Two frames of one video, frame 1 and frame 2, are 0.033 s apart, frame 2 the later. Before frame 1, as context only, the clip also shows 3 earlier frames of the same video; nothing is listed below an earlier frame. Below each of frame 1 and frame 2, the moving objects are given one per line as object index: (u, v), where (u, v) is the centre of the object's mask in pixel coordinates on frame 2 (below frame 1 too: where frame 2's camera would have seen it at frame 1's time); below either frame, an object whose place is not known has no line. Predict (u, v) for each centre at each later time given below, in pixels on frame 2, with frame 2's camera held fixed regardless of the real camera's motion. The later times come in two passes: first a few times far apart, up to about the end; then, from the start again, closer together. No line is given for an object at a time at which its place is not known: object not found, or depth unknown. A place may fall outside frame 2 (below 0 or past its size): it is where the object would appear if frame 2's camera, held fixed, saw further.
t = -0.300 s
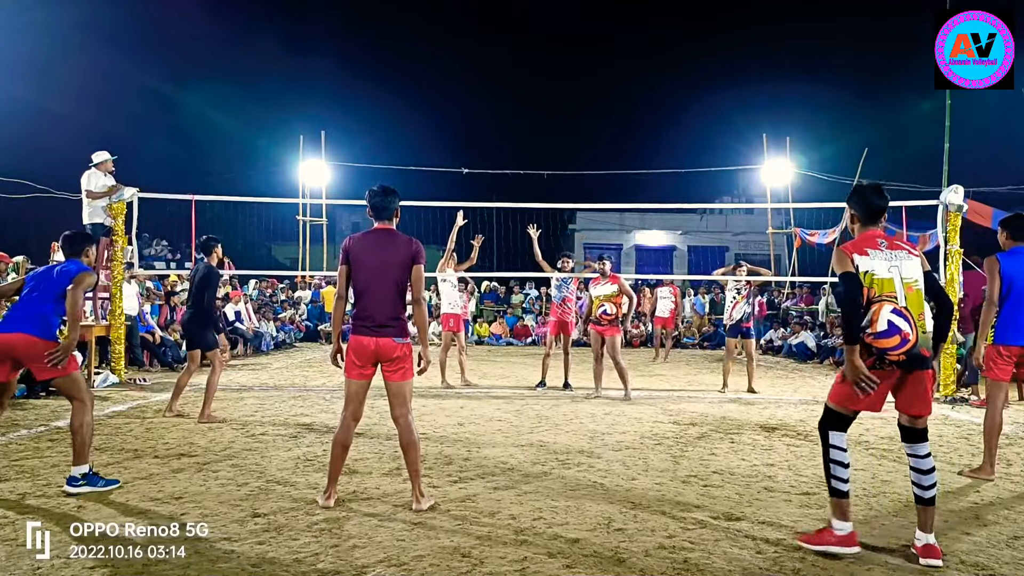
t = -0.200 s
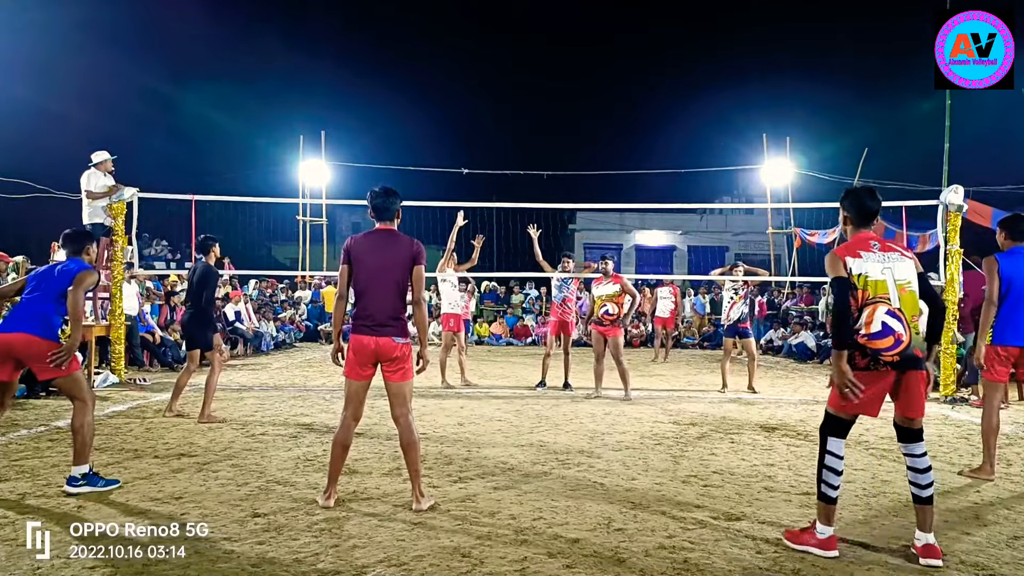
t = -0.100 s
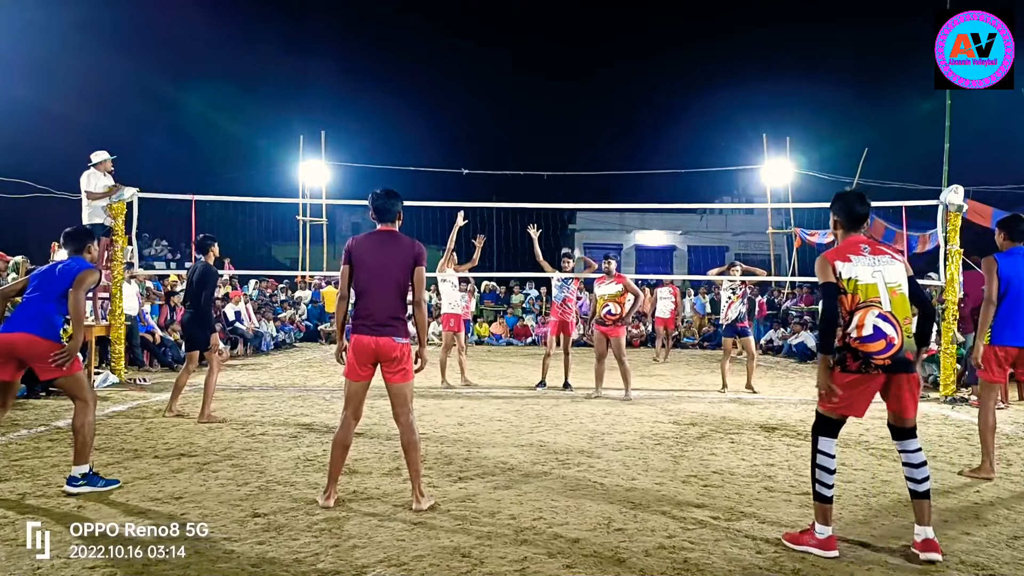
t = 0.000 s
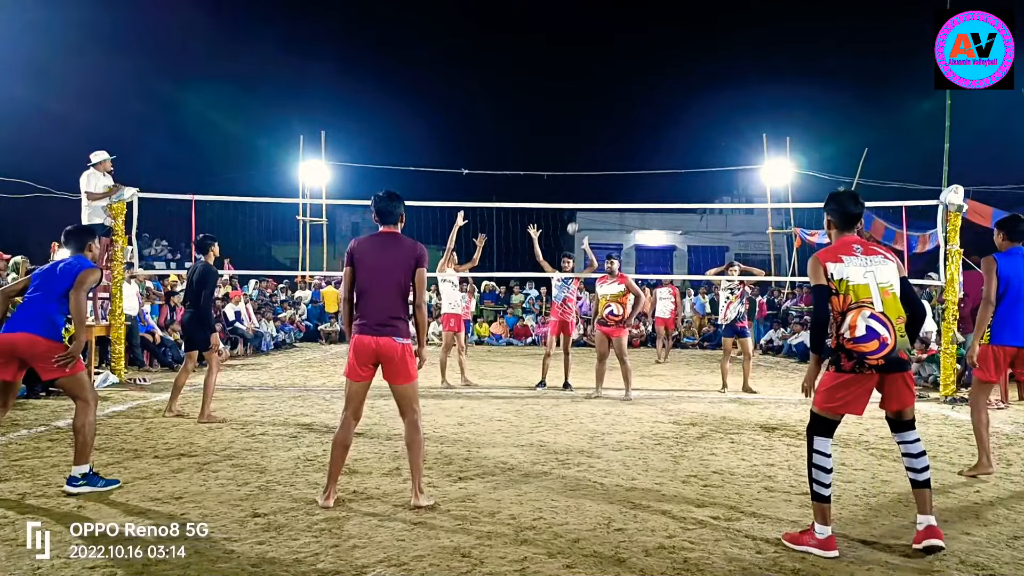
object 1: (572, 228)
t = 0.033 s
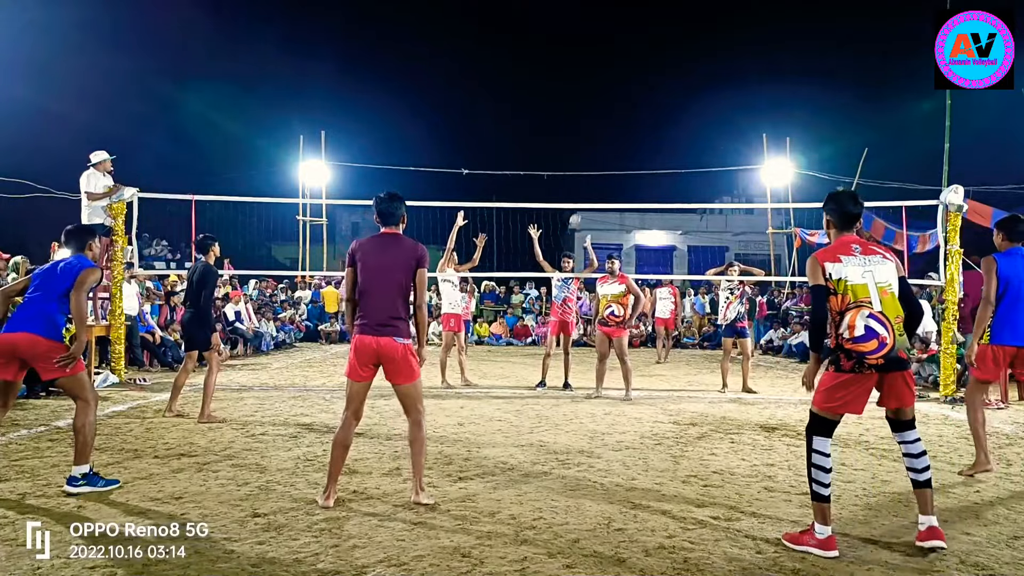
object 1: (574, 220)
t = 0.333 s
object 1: (595, 158)
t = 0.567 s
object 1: (616, 136)
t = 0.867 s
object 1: (669, 172)
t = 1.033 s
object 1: (710, 263)
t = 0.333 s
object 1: (595, 158)
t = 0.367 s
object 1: (598, 153)
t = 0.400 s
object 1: (600, 148)
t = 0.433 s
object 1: (603, 144)
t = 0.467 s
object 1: (606, 141)
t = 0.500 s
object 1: (609, 138)
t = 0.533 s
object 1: (612, 137)
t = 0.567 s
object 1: (616, 136)
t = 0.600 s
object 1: (620, 136)
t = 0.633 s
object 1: (625, 136)
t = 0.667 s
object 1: (630, 138)
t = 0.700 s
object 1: (636, 140)
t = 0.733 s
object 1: (642, 143)
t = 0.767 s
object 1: (649, 148)
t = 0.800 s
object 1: (655, 154)
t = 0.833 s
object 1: (662, 161)
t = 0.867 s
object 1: (669, 172)
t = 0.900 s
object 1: (676, 185)
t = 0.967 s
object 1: (691, 218)
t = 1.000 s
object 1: (703, 241)
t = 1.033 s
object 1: (710, 263)
